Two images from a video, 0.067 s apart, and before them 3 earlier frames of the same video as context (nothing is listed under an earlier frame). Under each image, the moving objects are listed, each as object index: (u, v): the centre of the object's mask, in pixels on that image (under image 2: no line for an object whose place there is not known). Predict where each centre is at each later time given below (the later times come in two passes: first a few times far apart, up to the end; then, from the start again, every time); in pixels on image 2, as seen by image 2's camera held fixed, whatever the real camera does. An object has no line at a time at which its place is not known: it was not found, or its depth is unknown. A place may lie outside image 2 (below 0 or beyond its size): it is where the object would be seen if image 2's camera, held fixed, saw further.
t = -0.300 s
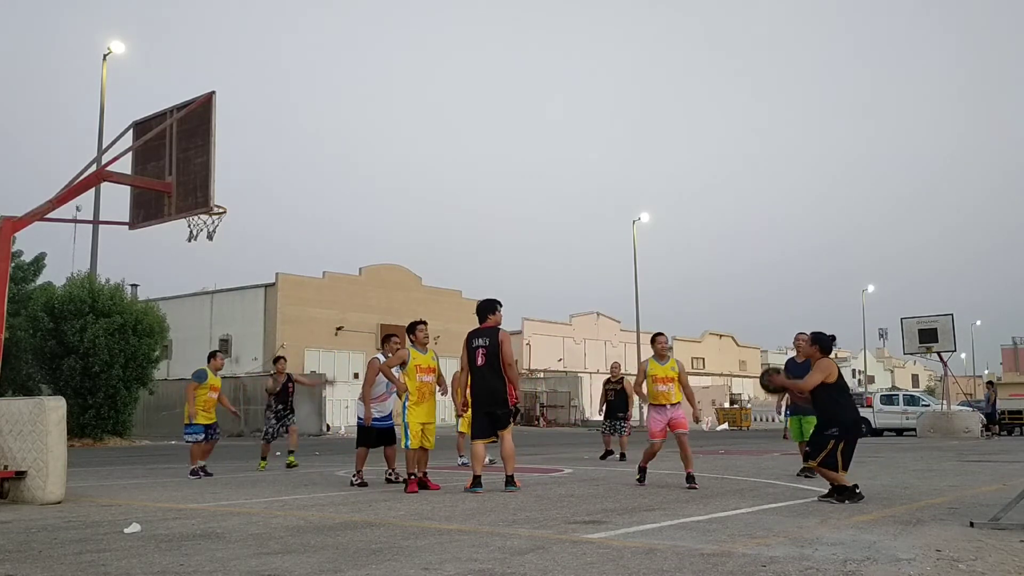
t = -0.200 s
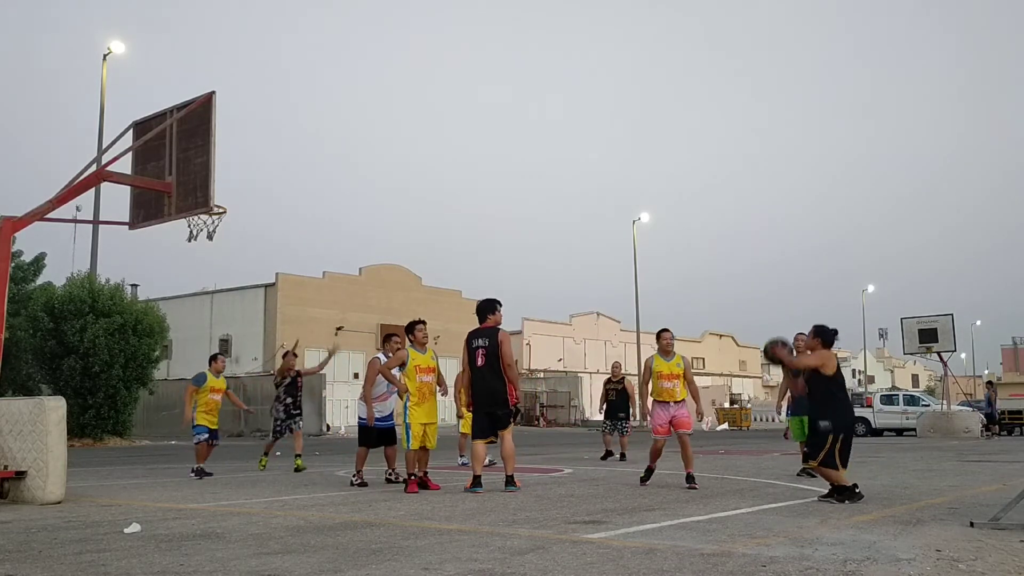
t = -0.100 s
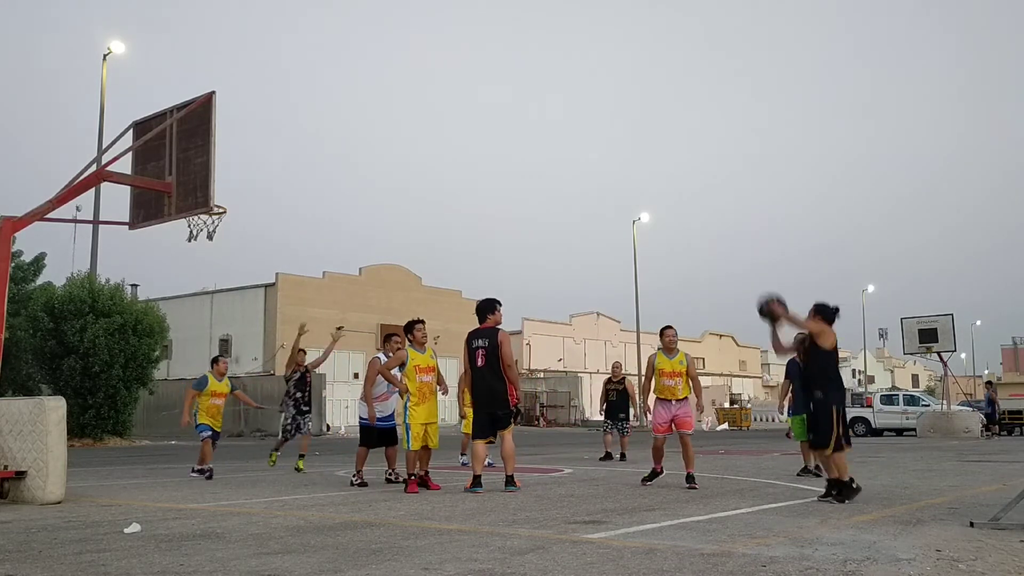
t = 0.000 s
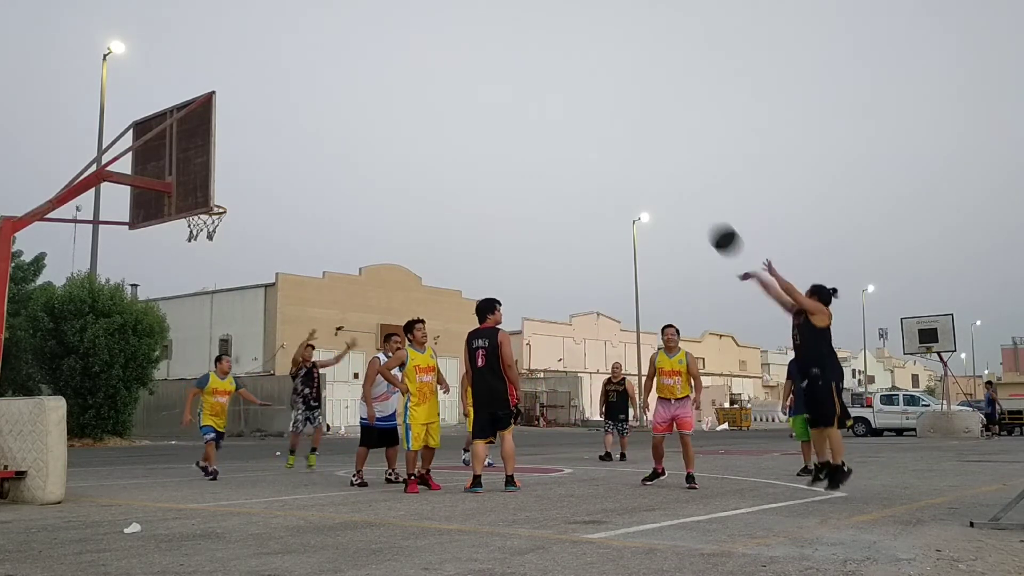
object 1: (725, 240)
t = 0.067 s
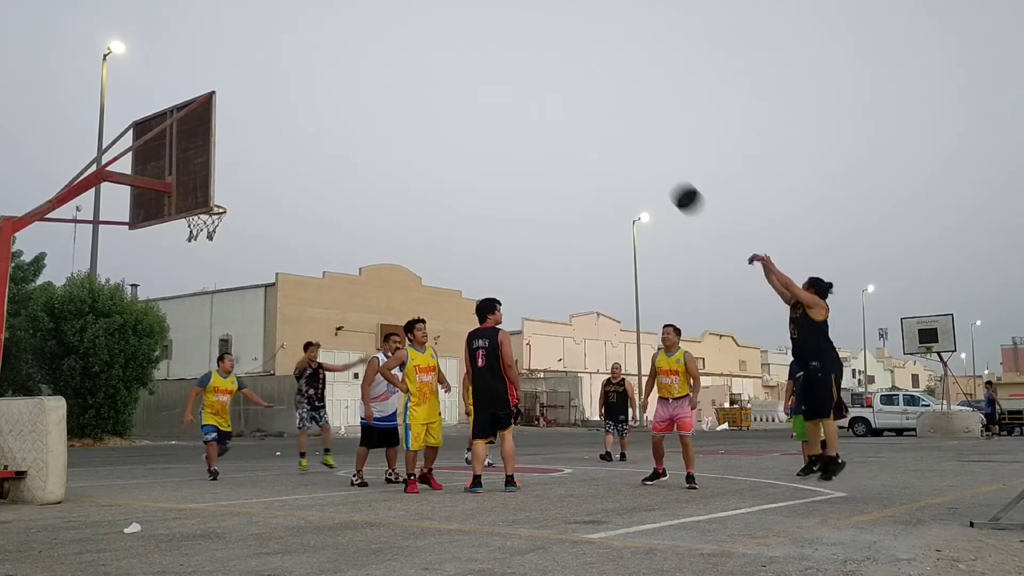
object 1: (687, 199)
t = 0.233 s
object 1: (599, 121)
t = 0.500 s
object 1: (475, 64)
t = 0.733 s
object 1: (378, 73)
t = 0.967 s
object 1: (289, 130)
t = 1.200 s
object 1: (236, 215)
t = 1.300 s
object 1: (259, 244)
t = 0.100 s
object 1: (669, 181)
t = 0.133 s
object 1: (651, 163)
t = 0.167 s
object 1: (633, 148)
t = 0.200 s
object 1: (616, 134)
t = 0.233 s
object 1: (599, 121)
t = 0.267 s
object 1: (583, 110)
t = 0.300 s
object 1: (566, 99)
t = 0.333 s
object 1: (550, 91)
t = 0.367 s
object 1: (535, 83)
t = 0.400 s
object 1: (520, 77)
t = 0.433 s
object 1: (505, 72)
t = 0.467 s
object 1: (489, 67)
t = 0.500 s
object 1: (475, 64)
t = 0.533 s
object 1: (461, 62)
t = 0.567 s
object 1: (446, 61)
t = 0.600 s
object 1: (433, 62)
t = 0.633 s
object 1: (419, 63)
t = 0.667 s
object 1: (405, 65)
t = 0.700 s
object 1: (392, 69)
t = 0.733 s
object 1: (378, 73)
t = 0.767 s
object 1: (366, 78)
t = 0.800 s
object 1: (352, 85)
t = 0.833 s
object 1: (340, 92)
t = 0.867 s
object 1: (327, 100)
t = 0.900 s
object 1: (314, 109)
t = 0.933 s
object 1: (301, 119)
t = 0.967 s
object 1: (289, 130)
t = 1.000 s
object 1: (277, 142)
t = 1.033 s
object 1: (264, 155)
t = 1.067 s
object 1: (252, 168)
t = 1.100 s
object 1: (241, 183)
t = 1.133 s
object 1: (229, 198)
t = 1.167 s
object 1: (228, 208)
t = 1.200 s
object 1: (236, 215)
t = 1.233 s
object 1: (243, 223)
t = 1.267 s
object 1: (251, 233)
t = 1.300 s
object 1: (259, 244)
